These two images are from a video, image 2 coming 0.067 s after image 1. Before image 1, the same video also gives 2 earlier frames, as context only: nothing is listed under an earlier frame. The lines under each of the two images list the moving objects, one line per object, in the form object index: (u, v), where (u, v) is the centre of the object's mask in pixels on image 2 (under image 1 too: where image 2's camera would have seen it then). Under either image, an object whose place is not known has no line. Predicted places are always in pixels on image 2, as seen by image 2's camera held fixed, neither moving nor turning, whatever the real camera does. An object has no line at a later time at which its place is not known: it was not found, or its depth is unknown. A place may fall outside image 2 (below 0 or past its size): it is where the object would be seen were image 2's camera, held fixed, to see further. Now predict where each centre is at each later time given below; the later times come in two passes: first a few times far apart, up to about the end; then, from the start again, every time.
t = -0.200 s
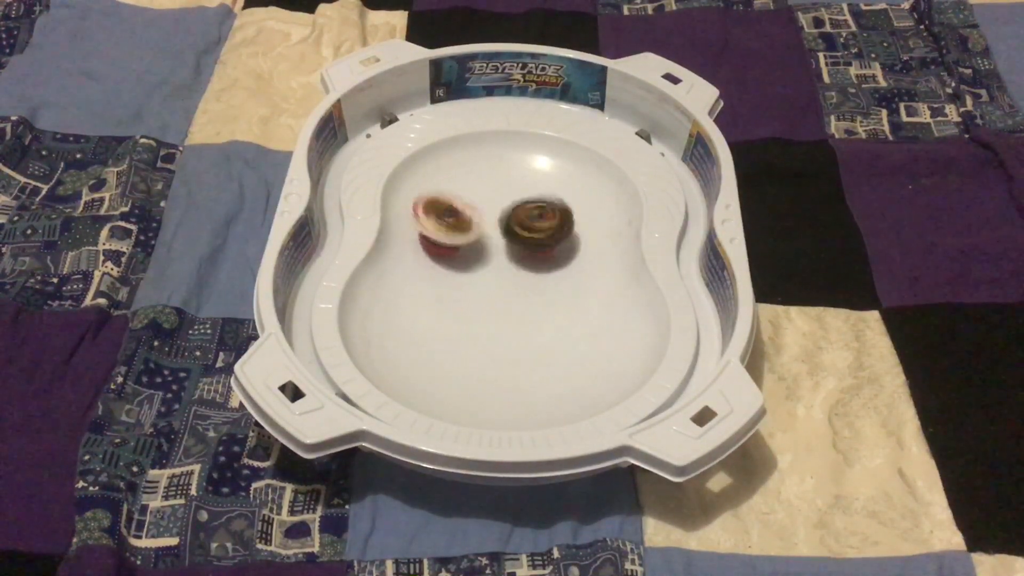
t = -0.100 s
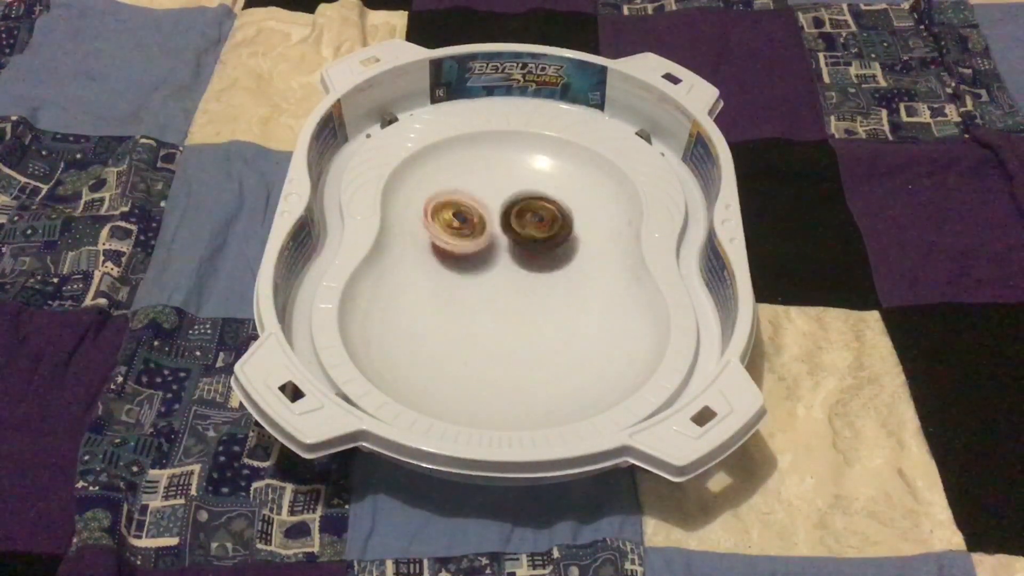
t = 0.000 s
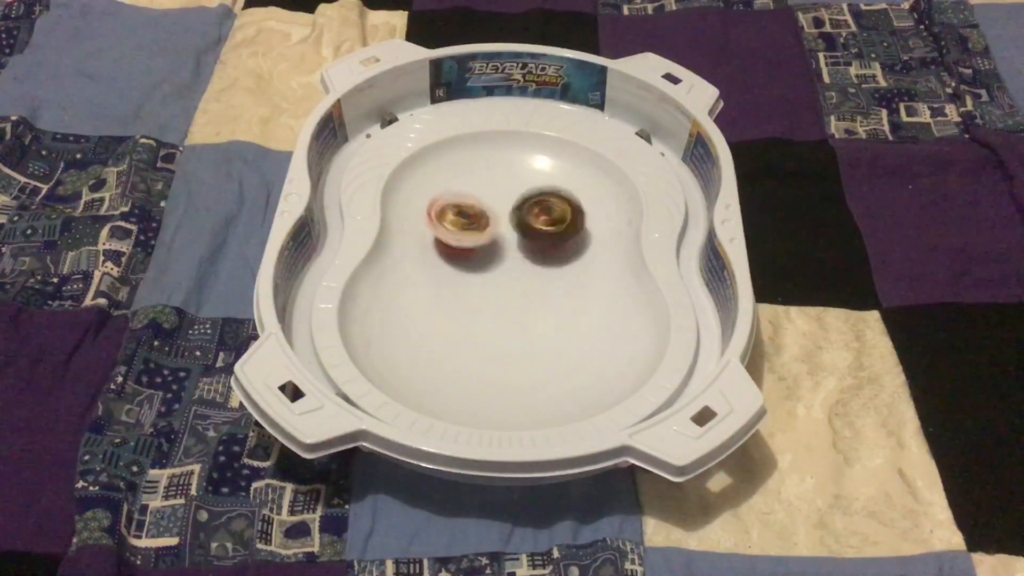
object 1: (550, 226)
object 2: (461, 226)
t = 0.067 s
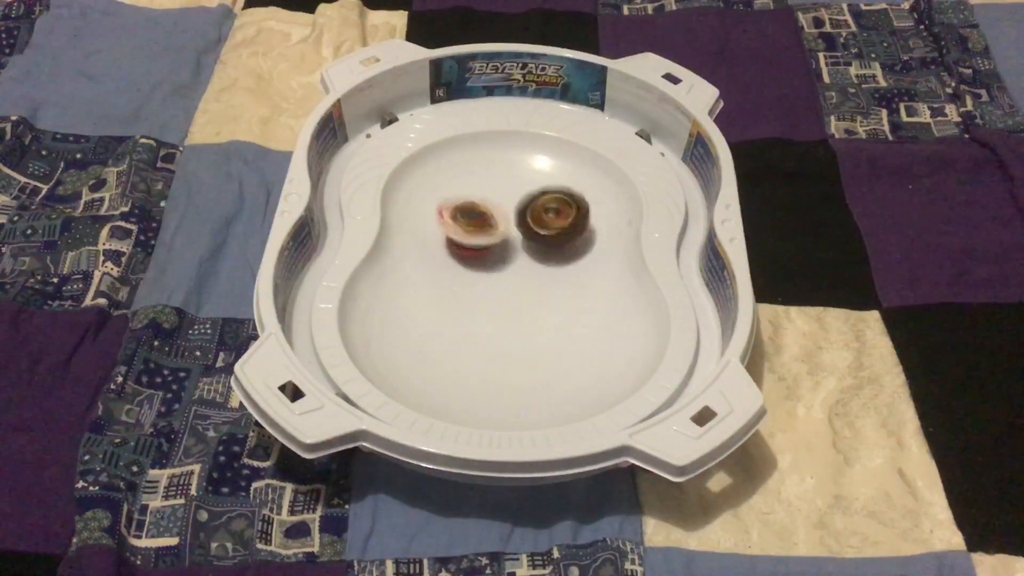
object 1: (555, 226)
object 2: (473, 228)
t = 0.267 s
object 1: (582, 206)
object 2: (504, 238)
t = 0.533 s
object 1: (553, 188)
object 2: (548, 241)
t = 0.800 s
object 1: (484, 197)
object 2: (549, 254)
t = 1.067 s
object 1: (465, 211)
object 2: (519, 276)
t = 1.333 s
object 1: (510, 236)
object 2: (515, 310)
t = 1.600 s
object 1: (542, 267)
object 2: (536, 335)
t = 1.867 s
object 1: (515, 277)
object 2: (540, 338)
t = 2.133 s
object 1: (482, 265)
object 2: (513, 320)
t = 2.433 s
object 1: (510, 257)
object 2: (493, 326)
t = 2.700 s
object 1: (553, 258)
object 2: (497, 317)
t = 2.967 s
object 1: (546, 255)
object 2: (503, 303)
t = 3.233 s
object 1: (509, 243)
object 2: (509, 310)
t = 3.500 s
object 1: (506, 228)
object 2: (530, 313)
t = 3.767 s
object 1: (535, 220)
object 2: (536, 314)
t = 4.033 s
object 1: (552, 220)
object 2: (517, 325)
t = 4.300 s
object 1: (531, 217)
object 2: (507, 328)
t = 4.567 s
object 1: (508, 204)
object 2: (497, 313)
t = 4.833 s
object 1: (511, 198)
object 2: (496, 304)
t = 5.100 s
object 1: (523, 217)
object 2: (510, 299)
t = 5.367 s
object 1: (513, 234)
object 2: (514, 291)
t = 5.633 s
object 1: (493, 242)
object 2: (514, 304)
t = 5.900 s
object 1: (510, 233)
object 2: (541, 320)
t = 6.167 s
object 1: (542, 238)
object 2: (537, 324)
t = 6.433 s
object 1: (533, 252)
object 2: (509, 336)
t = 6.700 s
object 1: (492, 253)
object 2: (502, 332)
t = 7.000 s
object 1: (497, 243)
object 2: (487, 306)
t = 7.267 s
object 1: (530, 262)
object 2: (479, 311)
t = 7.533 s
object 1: (560, 259)
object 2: (509, 327)
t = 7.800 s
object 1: (544, 258)
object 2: (516, 312)
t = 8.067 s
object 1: (503, 240)
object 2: (503, 312)
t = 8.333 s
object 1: (528, 232)
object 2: (527, 330)
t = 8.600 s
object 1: (522, 252)
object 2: (515, 307)
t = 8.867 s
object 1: (495, 247)
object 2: (520, 333)
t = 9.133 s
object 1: (504, 233)
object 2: (526, 320)
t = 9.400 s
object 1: (533, 235)
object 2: (518, 331)
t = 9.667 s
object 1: (542, 244)
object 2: (515, 322)
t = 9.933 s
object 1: (537, 250)
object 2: (519, 334)
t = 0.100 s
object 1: (559, 223)
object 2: (479, 229)
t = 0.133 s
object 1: (561, 222)
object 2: (486, 230)
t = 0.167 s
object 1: (567, 219)
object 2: (490, 231)
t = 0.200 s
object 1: (573, 216)
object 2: (495, 233)
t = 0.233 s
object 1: (577, 211)
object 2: (500, 236)
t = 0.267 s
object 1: (582, 206)
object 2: (504, 238)
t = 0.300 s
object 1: (585, 203)
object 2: (509, 242)
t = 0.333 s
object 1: (584, 200)
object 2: (514, 241)
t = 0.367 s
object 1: (583, 196)
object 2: (522, 241)
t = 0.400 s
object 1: (580, 194)
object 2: (527, 242)
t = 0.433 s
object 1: (576, 192)
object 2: (532, 242)
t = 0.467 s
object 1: (570, 189)
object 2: (537, 243)
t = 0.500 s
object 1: (563, 189)
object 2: (543, 241)
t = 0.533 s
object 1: (553, 188)
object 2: (548, 241)
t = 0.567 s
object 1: (542, 189)
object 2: (549, 241)
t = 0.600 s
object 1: (534, 190)
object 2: (552, 242)
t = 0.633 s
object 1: (524, 190)
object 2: (555, 242)
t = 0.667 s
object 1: (515, 193)
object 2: (555, 246)
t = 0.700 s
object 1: (508, 195)
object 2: (553, 249)
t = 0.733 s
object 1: (500, 195)
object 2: (551, 250)
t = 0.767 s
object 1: (492, 196)
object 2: (551, 253)
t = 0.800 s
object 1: (484, 197)
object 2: (549, 254)
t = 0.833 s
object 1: (478, 197)
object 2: (544, 255)
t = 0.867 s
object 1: (474, 198)
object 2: (539, 259)
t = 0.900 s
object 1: (469, 201)
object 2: (537, 262)
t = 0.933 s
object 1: (465, 202)
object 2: (534, 264)
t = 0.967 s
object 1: (463, 203)
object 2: (530, 267)
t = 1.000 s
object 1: (464, 206)
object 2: (525, 270)
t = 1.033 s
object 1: (464, 208)
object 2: (522, 274)
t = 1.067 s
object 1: (465, 211)
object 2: (519, 276)
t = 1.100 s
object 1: (469, 214)
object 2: (516, 280)
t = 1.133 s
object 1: (474, 216)
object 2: (513, 283)
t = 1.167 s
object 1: (478, 219)
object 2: (511, 290)
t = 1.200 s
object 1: (483, 223)
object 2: (512, 293)
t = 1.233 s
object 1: (491, 225)
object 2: (512, 297)
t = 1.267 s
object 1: (497, 228)
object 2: (511, 301)
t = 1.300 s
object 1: (503, 233)
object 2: (512, 306)
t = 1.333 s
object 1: (510, 236)
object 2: (515, 310)
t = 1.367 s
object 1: (517, 240)
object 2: (517, 315)
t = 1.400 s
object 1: (523, 244)
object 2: (520, 318)
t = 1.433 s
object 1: (528, 248)
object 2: (523, 322)
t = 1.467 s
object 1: (533, 252)
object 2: (526, 327)
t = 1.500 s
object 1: (537, 256)
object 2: (529, 331)
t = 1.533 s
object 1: (541, 260)
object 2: (532, 332)
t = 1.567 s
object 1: (542, 263)
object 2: (534, 334)
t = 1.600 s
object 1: (542, 267)
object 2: (536, 335)
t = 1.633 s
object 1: (543, 270)
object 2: (539, 334)
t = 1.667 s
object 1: (540, 272)
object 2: (540, 334)
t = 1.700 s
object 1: (538, 274)
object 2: (542, 335)
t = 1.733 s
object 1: (536, 275)
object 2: (546, 336)
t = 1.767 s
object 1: (530, 276)
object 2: (547, 339)
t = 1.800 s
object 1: (523, 277)
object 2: (543, 338)
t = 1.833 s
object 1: (519, 278)
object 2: (541, 338)
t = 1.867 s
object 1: (515, 277)
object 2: (540, 338)
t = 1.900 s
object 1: (508, 276)
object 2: (540, 336)
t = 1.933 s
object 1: (503, 276)
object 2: (538, 332)
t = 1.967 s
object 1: (498, 277)
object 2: (532, 331)
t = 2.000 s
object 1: (494, 274)
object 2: (524, 329)
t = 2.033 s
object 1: (489, 271)
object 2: (522, 328)
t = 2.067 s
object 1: (483, 270)
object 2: (519, 323)
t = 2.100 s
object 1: (480, 267)
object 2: (515, 321)
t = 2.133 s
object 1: (482, 265)
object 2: (513, 320)
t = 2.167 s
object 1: (480, 262)
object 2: (510, 320)
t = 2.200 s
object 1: (478, 262)
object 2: (507, 320)
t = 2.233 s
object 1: (482, 261)
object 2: (504, 320)
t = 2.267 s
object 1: (484, 259)
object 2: (501, 321)
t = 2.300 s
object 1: (489, 260)
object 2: (500, 323)
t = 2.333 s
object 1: (493, 258)
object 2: (498, 324)
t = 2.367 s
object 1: (496, 258)
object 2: (497, 325)
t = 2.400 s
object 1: (503, 258)
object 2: (495, 328)
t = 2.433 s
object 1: (510, 257)
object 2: (493, 326)
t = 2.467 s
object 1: (515, 259)
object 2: (491, 328)
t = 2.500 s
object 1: (520, 257)
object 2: (493, 326)
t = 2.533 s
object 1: (528, 257)
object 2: (493, 325)
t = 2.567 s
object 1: (535, 258)
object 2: (492, 325)
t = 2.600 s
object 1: (539, 258)
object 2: (493, 322)
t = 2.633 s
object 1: (543, 257)
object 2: (493, 321)
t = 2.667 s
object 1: (549, 257)
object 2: (495, 318)
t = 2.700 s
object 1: (553, 258)
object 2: (497, 317)
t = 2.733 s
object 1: (555, 258)
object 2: (499, 315)
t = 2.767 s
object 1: (556, 258)
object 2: (499, 313)
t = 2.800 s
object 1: (557, 258)
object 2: (499, 310)
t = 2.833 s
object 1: (556, 258)
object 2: (501, 308)
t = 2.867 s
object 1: (556, 258)
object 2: (503, 305)
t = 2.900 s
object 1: (552, 257)
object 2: (505, 302)
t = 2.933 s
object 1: (547, 256)
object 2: (503, 301)
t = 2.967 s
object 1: (546, 255)
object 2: (503, 303)
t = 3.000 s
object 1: (541, 254)
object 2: (505, 304)
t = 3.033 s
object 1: (536, 253)
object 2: (505, 304)
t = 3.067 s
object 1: (530, 251)
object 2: (502, 304)
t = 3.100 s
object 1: (528, 251)
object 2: (501, 306)
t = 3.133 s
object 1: (522, 248)
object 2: (503, 305)
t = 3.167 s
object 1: (516, 245)
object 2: (506, 306)
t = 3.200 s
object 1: (513, 246)
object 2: (508, 310)
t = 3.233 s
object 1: (509, 243)
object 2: (509, 310)
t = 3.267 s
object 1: (508, 242)
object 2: (509, 312)
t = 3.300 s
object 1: (506, 239)
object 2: (512, 311)
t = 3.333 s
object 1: (503, 238)
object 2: (518, 313)
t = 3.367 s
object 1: (502, 235)
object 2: (523, 312)
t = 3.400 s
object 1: (503, 232)
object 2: (524, 313)
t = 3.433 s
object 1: (506, 231)
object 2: (525, 314)
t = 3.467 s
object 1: (504, 230)
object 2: (527, 313)
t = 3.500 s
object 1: (506, 228)
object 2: (530, 313)
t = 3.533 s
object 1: (510, 225)
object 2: (535, 313)
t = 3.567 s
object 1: (513, 225)
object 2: (537, 314)
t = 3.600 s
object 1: (516, 224)
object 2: (536, 314)
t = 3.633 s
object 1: (518, 222)
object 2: (534, 313)
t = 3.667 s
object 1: (523, 222)
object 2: (534, 314)
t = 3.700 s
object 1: (527, 220)
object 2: (536, 315)
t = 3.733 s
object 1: (532, 220)
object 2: (537, 314)
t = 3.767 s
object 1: (535, 220)
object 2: (536, 314)
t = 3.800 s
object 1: (538, 220)
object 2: (532, 314)
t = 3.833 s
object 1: (542, 220)
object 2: (529, 317)
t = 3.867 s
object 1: (546, 219)
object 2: (528, 319)
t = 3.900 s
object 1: (549, 220)
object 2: (528, 320)
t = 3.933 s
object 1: (549, 220)
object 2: (527, 320)
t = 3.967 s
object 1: (549, 219)
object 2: (523, 320)
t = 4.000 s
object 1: (552, 219)
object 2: (519, 322)
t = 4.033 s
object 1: (552, 220)
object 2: (517, 325)
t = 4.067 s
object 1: (550, 220)
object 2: (517, 328)
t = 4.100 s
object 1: (547, 220)
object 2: (517, 328)
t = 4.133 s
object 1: (547, 220)
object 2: (514, 329)
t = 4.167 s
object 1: (545, 219)
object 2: (510, 329)
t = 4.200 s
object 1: (542, 220)
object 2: (506, 330)
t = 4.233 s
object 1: (538, 218)
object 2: (505, 330)
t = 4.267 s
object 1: (533, 218)
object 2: (506, 330)
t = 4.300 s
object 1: (531, 217)
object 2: (507, 328)
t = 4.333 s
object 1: (527, 216)
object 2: (504, 328)
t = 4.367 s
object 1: (525, 215)
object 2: (501, 326)
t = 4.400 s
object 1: (519, 213)
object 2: (498, 325)
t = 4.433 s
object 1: (517, 212)
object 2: (497, 322)
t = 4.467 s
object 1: (515, 209)
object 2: (499, 321)
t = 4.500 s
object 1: (514, 208)
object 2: (500, 318)
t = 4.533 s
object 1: (510, 206)
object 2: (499, 314)
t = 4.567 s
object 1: (508, 204)
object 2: (497, 313)
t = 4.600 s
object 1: (508, 201)
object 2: (495, 311)
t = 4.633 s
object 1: (508, 200)
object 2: (495, 311)
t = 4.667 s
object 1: (508, 199)
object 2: (497, 310)
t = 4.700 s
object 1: (507, 198)
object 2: (499, 308)
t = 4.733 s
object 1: (508, 198)
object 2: (498, 305)
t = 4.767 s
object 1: (507, 197)
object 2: (496, 305)
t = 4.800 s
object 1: (509, 198)
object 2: (494, 304)
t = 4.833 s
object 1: (511, 198)
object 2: (496, 304)
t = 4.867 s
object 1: (512, 201)
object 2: (499, 304)
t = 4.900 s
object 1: (513, 202)
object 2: (501, 303)
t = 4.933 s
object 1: (514, 204)
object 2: (501, 303)
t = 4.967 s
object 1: (518, 206)
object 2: (502, 300)
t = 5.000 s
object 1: (519, 209)
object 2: (503, 301)
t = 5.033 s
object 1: (520, 211)
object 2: (504, 300)
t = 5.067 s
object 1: (520, 214)
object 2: (507, 299)
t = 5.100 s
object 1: (523, 217)
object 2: (510, 299)
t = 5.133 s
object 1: (522, 219)
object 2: (511, 298)
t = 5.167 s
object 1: (523, 222)
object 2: (512, 298)
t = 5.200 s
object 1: (522, 224)
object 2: (511, 296)
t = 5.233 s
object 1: (521, 227)
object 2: (512, 298)
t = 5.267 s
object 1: (519, 228)
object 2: (513, 296)
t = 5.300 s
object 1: (518, 230)
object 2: (515, 295)
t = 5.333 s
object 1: (516, 231)
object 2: (515, 292)
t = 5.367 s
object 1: (513, 234)
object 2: (514, 291)
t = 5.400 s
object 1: (510, 236)
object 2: (512, 290)
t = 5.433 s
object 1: (507, 238)
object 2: (509, 291)
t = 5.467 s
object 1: (505, 238)
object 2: (510, 291)
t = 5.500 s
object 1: (501, 239)
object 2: (512, 293)
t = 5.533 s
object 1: (499, 240)
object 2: (515, 295)
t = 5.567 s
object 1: (493, 237)
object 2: (514, 298)
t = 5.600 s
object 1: (496, 242)
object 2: (514, 300)
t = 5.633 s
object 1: (493, 242)
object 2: (514, 304)
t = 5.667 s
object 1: (490, 237)
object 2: (516, 308)
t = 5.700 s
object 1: (494, 239)
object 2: (523, 311)
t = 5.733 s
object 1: (496, 239)
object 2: (529, 316)
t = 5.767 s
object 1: (495, 238)
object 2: (533, 319)
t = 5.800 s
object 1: (497, 236)
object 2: (534, 322)
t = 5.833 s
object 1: (500, 234)
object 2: (537, 323)
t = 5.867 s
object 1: (507, 233)
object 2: (538, 323)
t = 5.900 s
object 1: (510, 233)
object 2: (541, 320)
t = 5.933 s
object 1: (513, 233)
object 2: (546, 320)
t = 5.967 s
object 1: (517, 233)
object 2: (549, 319)
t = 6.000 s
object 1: (524, 233)
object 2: (550, 318)
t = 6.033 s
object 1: (529, 233)
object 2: (549, 318)
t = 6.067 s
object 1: (534, 234)
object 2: (544, 319)
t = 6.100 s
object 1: (536, 236)
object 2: (539, 319)
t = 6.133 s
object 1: (540, 237)
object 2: (537, 322)
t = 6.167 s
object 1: (542, 238)
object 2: (537, 324)
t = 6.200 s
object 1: (546, 239)
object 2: (536, 324)
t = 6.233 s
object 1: (546, 241)
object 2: (534, 322)
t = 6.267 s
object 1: (547, 243)
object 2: (526, 321)
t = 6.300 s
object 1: (544, 245)
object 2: (518, 324)
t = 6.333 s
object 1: (543, 247)
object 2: (513, 328)
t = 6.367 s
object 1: (540, 248)
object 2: (512, 332)
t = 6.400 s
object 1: (538, 250)
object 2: (511, 335)
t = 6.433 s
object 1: (533, 252)
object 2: (509, 336)
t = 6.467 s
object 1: (528, 253)
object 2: (506, 337)
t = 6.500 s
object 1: (521, 254)
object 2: (502, 338)
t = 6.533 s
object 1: (517, 253)
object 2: (499, 338)
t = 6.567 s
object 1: (512, 254)
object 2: (497, 338)
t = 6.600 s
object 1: (507, 254)
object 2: (498, 337)
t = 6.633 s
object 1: (501, 254)
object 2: (501, 336)
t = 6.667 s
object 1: (496, 252)
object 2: (503, 333)
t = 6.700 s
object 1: (492, 253)
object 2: (502, 332)
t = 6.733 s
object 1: (490, 251)
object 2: (499, 330)
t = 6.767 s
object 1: (489, 251)
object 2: (498, 328)
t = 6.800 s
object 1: (487, 248)
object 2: (494, 325)
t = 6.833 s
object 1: (487, 248)
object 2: (493, 323)
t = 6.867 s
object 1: (485, 246)
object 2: (493, 322)
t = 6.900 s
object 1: (488, 245)
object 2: (495, 318)
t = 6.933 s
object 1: (490, 242)
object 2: (496, 312)
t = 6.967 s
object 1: (496, 243)
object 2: (493, 308)
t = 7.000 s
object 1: (497, 243)
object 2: (487, 306)
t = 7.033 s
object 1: (502, 245)
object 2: (481, 303)
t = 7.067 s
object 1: (506, 247)
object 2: (476, 307)
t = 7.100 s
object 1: (511, 249)
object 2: (477, 310)
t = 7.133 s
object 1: (516, 251)
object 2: (481, 311)
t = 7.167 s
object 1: (520, 254)
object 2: (484, 309)
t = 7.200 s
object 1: (522, 258)
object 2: (483, 310)
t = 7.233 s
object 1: (526, 260)
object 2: (482, 310)
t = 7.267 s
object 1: (530, 262)
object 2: (479, 311)
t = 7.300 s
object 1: (535, 263)
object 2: (482, 311)
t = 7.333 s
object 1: (539, 265)
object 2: (485, 313)
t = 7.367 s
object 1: (542, 265)
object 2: (490, 312)
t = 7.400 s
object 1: (543, 266)
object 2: (497, 315)
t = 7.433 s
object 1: (542, 266)
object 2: (504, 317)
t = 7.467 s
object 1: (549, 264)
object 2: (504, 322)
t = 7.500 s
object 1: (554, 261)
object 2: (506, 326)
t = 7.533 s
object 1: (560, 259)
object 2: (509, 327)
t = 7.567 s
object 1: (564, 259)
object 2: (511, 328)
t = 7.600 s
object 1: (563, 259)
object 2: (515, 328)
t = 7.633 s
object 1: (561, 259)
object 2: (520, 329)
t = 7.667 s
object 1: (558, 259)
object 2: (521, 323)
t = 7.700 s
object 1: (555, 257)
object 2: (522, 320)
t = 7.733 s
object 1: (551, 257)
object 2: (521, 317)
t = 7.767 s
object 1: (548, 257)
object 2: (518, 314)
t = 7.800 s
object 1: (544, 258)
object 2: (516, 312)
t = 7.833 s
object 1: (537, 257)
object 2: (516, 309)
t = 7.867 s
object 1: (530, 258)
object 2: (516, 306)
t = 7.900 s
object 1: (525, 255)
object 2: (514, 302)
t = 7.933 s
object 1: (516, 251)
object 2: (510, 300)
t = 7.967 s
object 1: (509, 248)
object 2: (506, 301)
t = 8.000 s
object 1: (506, 246)
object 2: (503, 304)
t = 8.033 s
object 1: (503, 244)
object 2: (502, 308)
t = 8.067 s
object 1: (503, 240)
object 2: (503, 312)
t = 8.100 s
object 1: (505, 239)
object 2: (504, 318)
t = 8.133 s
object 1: (507, 236)
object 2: (507, 322)
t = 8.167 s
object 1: (508, 234)
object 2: (510, 331)
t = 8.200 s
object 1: (511, 231)
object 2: (512, 333)
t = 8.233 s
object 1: (515, 230)
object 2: (518, 335)
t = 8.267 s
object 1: (520, 230)
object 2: (519, 334)
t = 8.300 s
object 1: (525, 230)
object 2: (525, 333)
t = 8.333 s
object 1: (528, 232)
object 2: (527, 330)
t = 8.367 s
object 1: (532, 234)
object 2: (527, 325)
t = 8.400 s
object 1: (532, 237)
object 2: (524, 318)
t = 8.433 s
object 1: (532, 240)
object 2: (525, 315)
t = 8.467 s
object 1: (533, 242)
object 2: (525, 311)
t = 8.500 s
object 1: (532, 245)
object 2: (524, 309)
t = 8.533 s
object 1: (529, 248)
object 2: (522, 309)
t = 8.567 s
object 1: (526, 250)
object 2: (519, 306)
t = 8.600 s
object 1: (522, 252)
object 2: (515, 307)
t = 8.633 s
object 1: (516, 253)
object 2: (513, 307)
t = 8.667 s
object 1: (511, 254)
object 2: (511, 310)
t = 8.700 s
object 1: (507, 255)
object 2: (511, 314)
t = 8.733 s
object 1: (504, 254)
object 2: (511, 318)
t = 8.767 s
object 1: (500, 253)
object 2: (514, 321)
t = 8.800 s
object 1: (497, 251)
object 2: (516, 326)
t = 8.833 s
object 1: (496, 249)
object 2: (520, 332)
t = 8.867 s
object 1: (495, 247)
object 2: (520, 333)
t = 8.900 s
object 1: (495, 245)
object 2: (526, 334)
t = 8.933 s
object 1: (495, 242)
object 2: (530, 333)
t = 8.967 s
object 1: (496, 240)
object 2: (531, 331)
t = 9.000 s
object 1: (497, 238)
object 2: (531, 328)
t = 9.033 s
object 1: (498, 236)
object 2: (528, 321)
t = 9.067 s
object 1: (499, 234)
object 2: (526, 322)
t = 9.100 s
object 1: (501, 233)
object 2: (526, 320)
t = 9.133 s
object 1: (504, 233)
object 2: (526, 320)
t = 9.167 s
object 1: (507, 233)
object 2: (525, 321)
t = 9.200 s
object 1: (510, 233)
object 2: (523, 321)
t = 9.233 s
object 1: (514, 232)
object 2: (520, 320)
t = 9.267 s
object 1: (518, 232)
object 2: (517, 323)
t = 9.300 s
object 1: (522, 232)
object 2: (516, 326)
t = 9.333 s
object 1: (525, 233)
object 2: (516, 328)
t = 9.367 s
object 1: (529, 233)
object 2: (518, 330)
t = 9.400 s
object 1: (533, 235)
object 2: (518, 331)
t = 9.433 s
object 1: (536, 236)
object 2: (520, 330)
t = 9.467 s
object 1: (538, 237)
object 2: (521, 328)
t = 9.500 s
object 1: (540, 237)
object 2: (519, 323)
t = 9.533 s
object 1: (541, 238)
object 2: (515, 322)
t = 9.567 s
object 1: (541, 239)
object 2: (513, 323)
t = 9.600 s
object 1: (541, 241)
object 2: (514, 324)
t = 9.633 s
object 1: (541, 242)
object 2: (514, 322)
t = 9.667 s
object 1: (542, 244)
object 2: (515, 322)
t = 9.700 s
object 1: (543, 245)
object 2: (514, 323)
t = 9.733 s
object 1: (545, 246)
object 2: (513, 324)
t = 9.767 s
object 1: (546, 246)
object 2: (510, 326)
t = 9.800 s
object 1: (545, 246)
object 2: (510, 330)
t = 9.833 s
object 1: (544, 247)
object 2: (513, 332)
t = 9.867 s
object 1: (543, 248)
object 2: (513, 333)
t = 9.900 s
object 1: (541, 249)
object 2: (515, 334)
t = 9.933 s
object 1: (537, 250)
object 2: (519, 334)
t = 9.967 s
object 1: (534, 250)
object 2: (522, 329)
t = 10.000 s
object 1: (531, 249)
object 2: (523, 325)
